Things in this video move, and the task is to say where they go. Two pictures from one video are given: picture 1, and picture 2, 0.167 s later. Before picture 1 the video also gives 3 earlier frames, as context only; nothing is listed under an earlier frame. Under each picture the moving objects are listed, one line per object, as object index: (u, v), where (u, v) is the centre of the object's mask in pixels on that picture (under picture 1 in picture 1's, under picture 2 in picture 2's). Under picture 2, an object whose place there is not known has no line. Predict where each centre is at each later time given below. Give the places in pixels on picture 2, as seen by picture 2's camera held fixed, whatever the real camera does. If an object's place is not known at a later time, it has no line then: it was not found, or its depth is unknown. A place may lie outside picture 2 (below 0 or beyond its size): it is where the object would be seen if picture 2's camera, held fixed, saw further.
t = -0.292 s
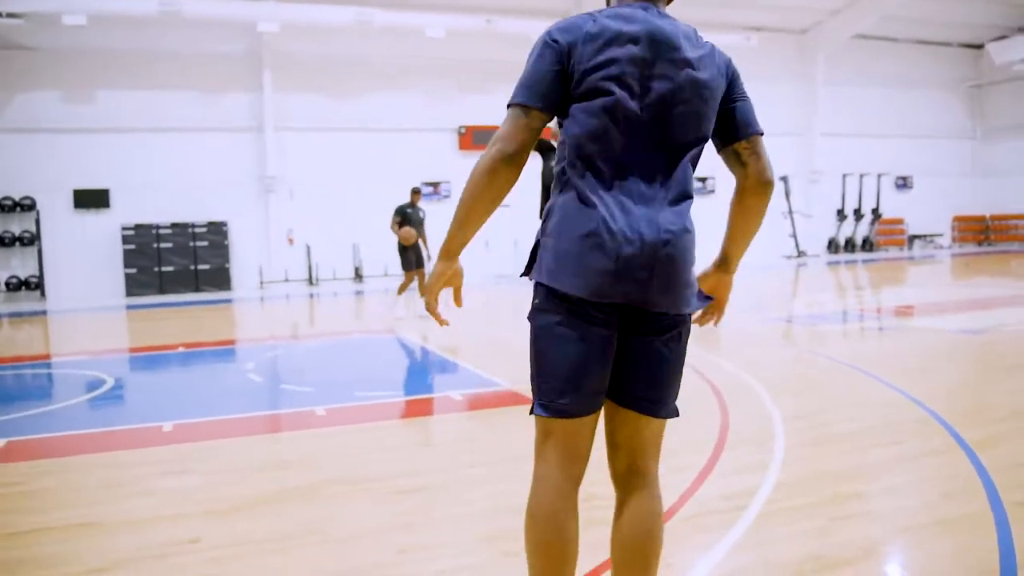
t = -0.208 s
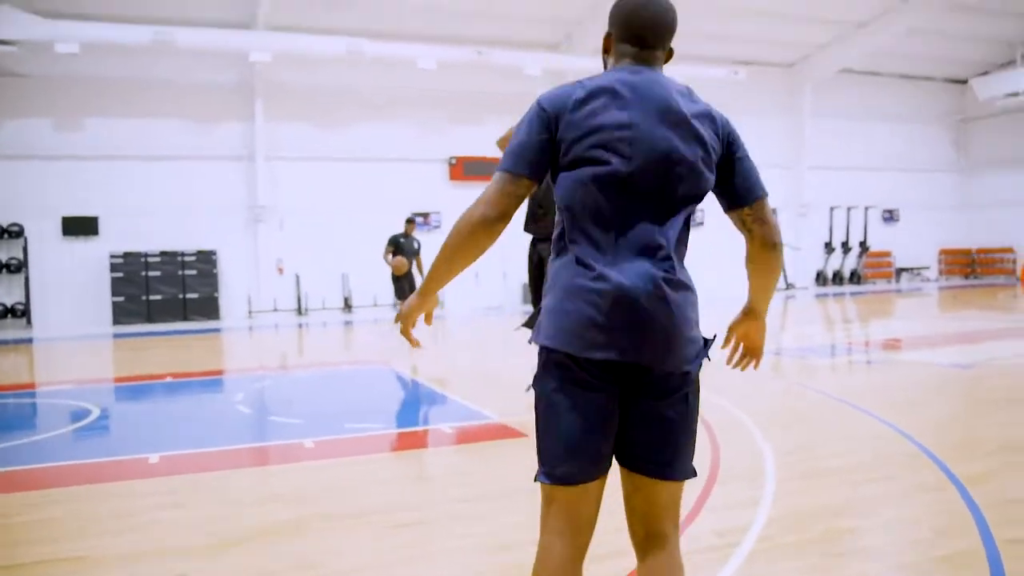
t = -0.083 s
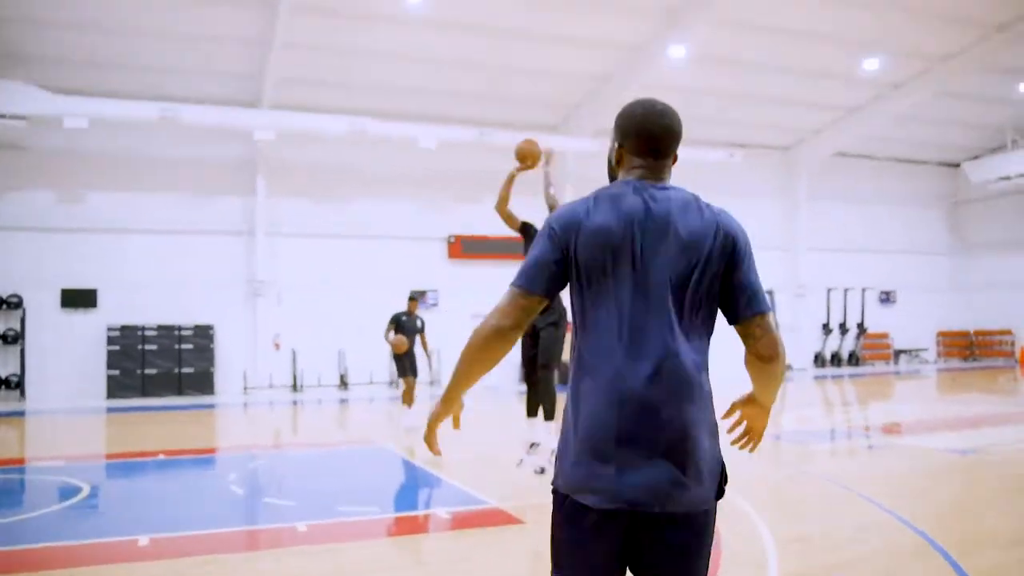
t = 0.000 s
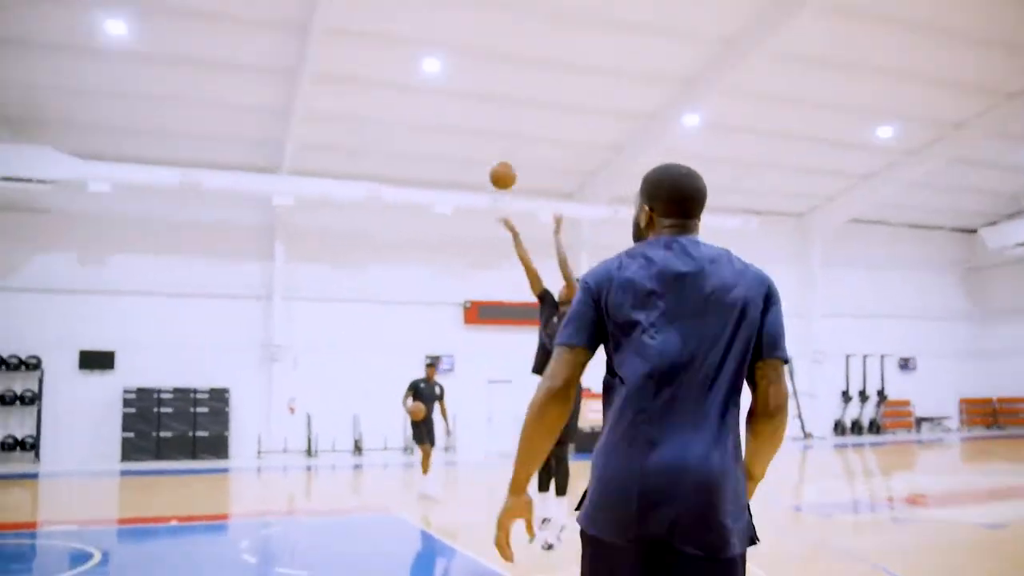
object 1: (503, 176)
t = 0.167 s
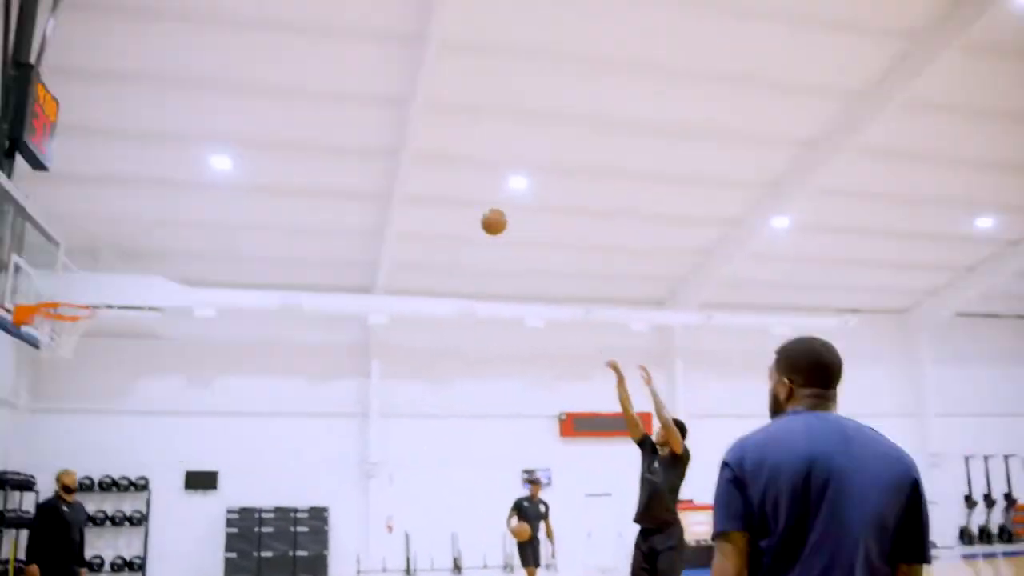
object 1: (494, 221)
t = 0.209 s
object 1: (470, 210)
